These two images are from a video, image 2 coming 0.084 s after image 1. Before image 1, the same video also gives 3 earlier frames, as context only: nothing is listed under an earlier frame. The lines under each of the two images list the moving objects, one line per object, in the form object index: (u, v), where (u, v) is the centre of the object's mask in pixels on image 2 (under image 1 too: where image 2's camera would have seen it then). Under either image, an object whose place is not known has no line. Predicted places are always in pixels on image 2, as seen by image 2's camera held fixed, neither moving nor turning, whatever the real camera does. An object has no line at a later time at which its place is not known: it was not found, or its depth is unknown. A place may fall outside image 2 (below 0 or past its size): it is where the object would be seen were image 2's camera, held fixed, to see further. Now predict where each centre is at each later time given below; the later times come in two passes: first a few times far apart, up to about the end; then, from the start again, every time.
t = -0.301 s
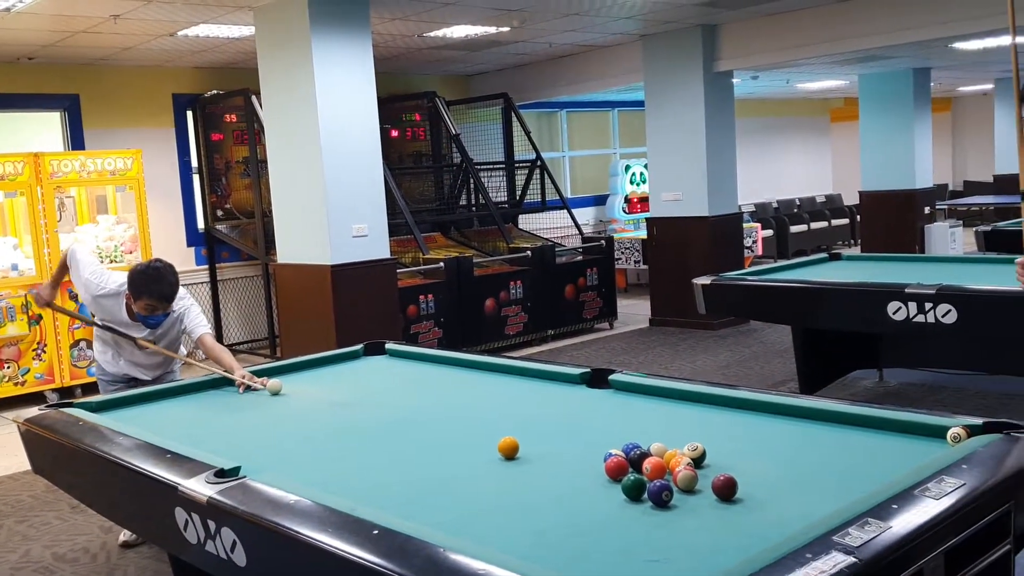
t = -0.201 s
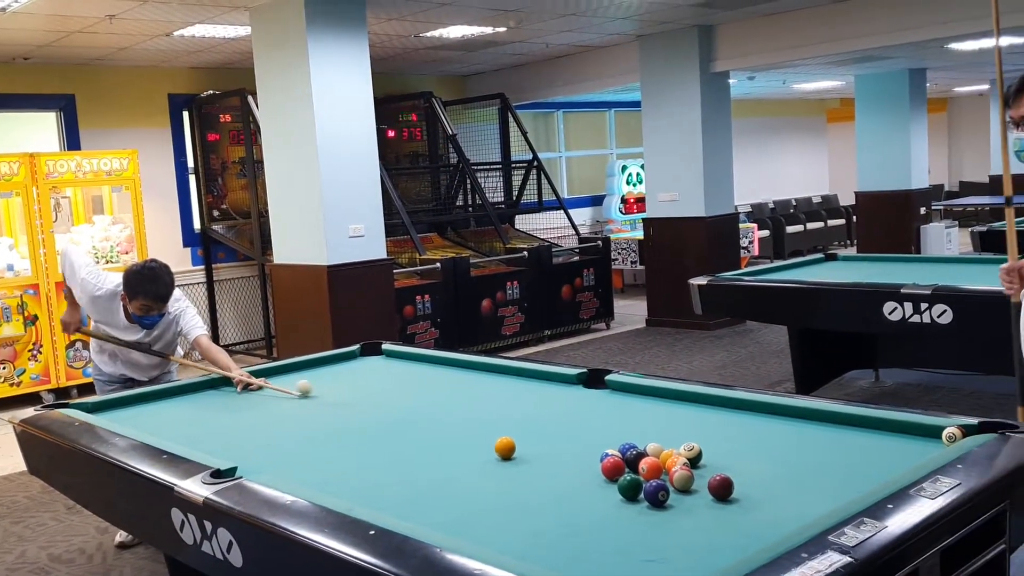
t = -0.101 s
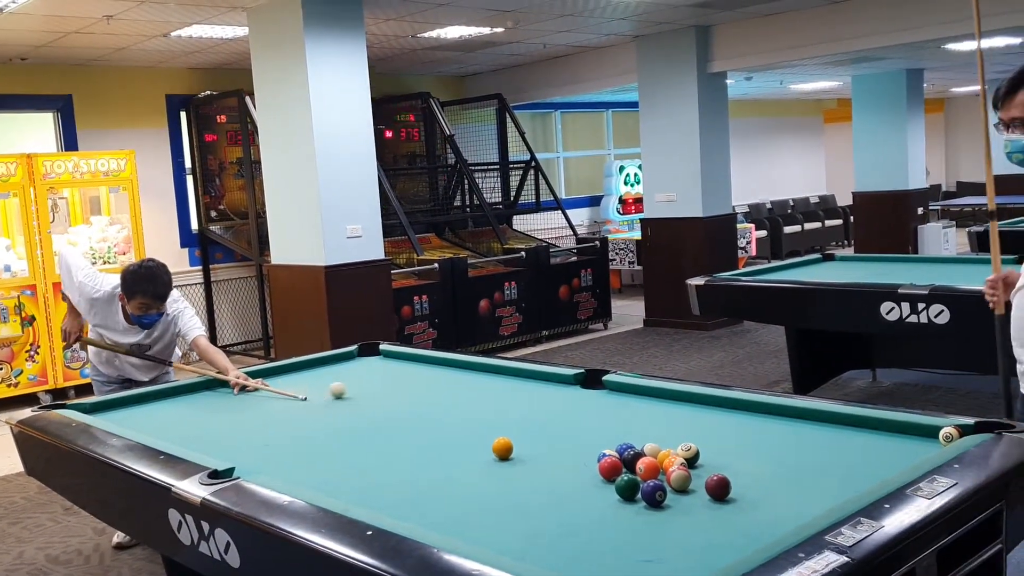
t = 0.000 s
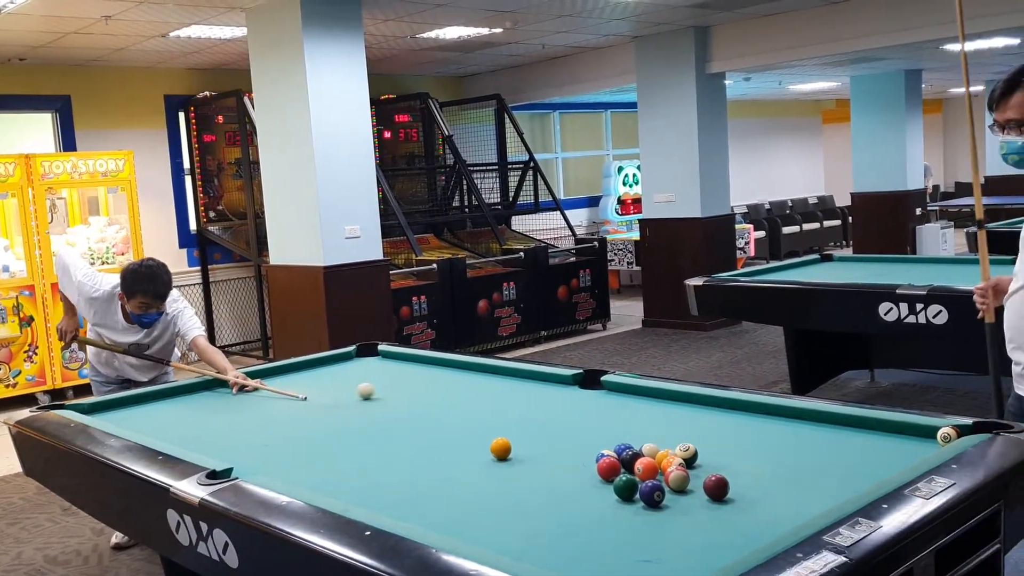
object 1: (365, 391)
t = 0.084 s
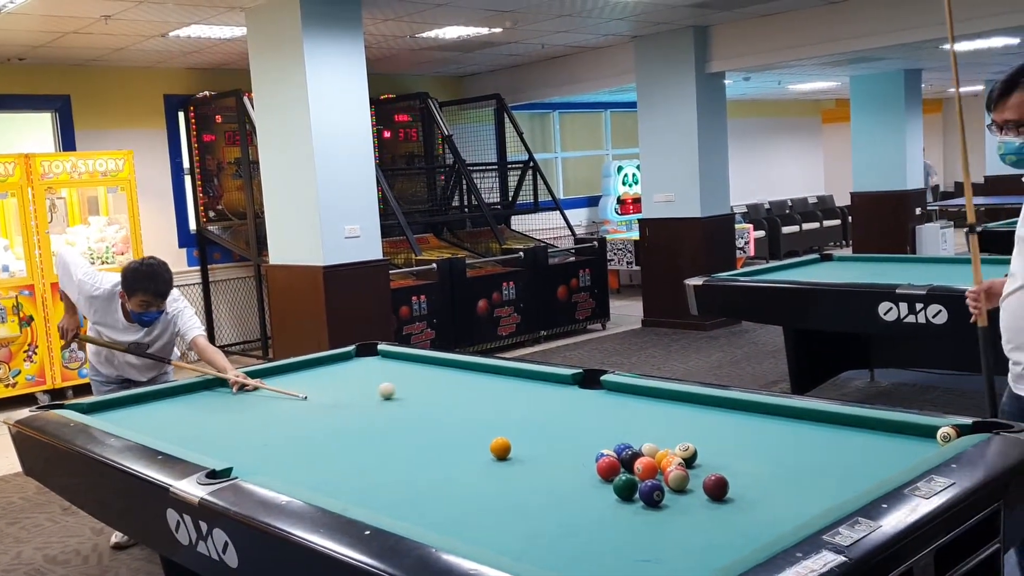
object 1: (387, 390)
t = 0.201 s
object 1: (417, 391)
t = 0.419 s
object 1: (475, 391)
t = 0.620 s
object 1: (527, 393)
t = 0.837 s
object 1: (587, 393)
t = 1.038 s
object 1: (642, 393)
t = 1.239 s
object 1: (678, 398)
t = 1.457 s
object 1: (700, 405)
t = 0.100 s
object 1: (391, 391)
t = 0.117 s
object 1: (395, 391)
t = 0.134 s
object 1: (400, 391)
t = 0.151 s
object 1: (404, 391)
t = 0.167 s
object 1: (409, 391)
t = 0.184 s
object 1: (413, 391)
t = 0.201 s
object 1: (417, 391)
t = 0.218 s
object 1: (422, 391)
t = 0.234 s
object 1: (426, 391)
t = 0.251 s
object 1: (430, 391)
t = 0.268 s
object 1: (435, 391)
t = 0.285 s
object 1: (439, 391)
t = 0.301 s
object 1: (444, 391)
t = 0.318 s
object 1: (448, 391)
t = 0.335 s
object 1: (453, 391)
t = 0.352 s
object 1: (457, 391)
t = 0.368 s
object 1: (461, 391)
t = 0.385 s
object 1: (466, 392)
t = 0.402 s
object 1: (470, 391)
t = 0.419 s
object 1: (475, 391)
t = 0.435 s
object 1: (479, 392)
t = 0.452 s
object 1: (483, 392)
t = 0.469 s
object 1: (488, 392)
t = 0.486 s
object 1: (492, 392)
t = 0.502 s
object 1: (496, 392)
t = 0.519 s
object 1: (501, 392)
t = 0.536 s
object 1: (505, 392)
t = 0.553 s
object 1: (510, 392)
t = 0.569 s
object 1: (514, 392)
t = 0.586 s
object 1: (519, 392)
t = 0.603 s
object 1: (523, 393)
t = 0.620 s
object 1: (527, 393)
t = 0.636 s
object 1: (532, 393)
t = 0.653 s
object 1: (537, 393)
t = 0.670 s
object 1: (542, 392)
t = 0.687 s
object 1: (546, 393)
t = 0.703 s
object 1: (550, 393)
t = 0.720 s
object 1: (555, 393)
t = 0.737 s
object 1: (559, 393)
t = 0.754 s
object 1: (563, 393)
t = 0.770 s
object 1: (569, 393)
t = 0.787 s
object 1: (573, 393)
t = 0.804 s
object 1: (578, 393)
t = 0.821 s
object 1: (582, 393)
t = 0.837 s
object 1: (587, 393)
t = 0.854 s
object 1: (592, 393)
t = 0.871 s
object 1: (596, 393)
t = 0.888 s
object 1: (601, 393)
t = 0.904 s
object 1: (605, 393)
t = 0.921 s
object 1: (610, 393)
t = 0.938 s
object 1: (614, 393)
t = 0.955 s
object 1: (619, 393)
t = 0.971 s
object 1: (624, 393)
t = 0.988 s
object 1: (628, 393)
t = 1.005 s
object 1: (633, 394)
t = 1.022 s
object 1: (637, 393)
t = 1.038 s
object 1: (642, 393)
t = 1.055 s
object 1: (647, 394)
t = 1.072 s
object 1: (651, 394)
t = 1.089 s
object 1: (656, 394)
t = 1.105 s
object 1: (661, 394)
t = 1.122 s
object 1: (665, 394)
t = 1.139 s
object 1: (668, 395)
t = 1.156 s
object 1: (670, 395)
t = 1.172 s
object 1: (672, 396)
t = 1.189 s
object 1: (673, 396)
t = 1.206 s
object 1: (675, 397)
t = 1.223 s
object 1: (677, 397)
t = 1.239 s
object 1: (678, 398)
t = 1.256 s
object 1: (680, 398)
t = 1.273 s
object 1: (682, 398)
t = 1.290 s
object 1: (683, 399)
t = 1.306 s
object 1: (685, 400)
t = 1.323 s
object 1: (686, 401)
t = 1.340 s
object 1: (688, 401)
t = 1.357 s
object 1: (690, 401)
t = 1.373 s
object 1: (691, 402)
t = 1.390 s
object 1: (693, 403)
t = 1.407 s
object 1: (695, 403)
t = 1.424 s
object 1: (697, 404)
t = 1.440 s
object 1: (698, 404)
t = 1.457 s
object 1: (700, 405)
